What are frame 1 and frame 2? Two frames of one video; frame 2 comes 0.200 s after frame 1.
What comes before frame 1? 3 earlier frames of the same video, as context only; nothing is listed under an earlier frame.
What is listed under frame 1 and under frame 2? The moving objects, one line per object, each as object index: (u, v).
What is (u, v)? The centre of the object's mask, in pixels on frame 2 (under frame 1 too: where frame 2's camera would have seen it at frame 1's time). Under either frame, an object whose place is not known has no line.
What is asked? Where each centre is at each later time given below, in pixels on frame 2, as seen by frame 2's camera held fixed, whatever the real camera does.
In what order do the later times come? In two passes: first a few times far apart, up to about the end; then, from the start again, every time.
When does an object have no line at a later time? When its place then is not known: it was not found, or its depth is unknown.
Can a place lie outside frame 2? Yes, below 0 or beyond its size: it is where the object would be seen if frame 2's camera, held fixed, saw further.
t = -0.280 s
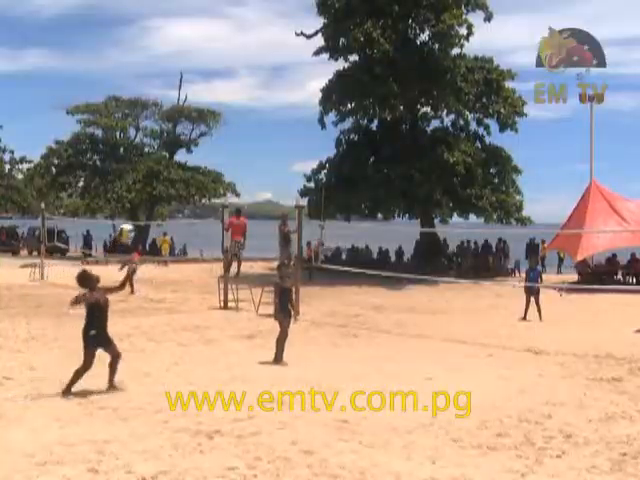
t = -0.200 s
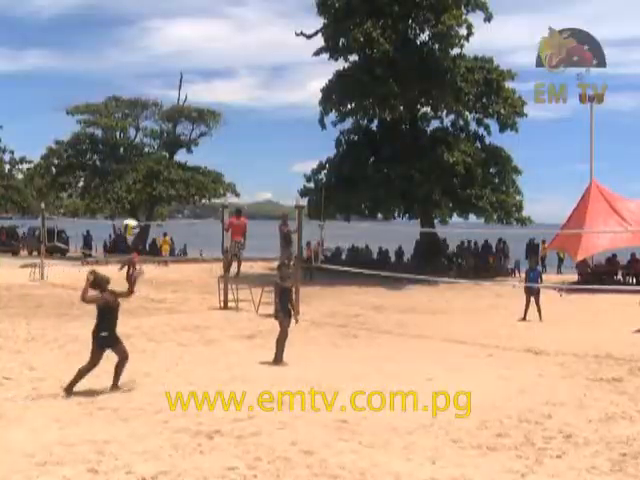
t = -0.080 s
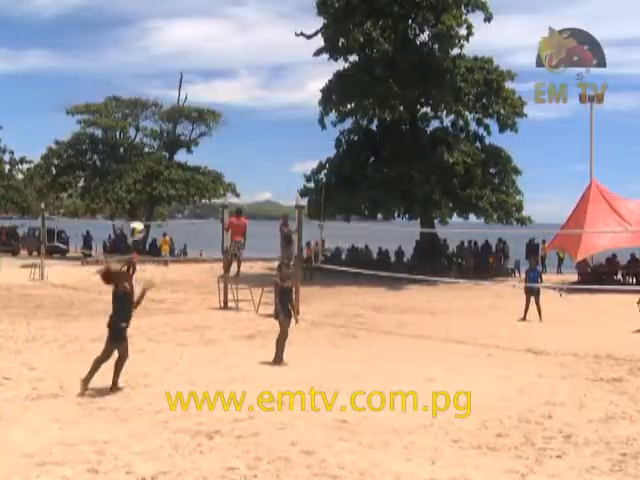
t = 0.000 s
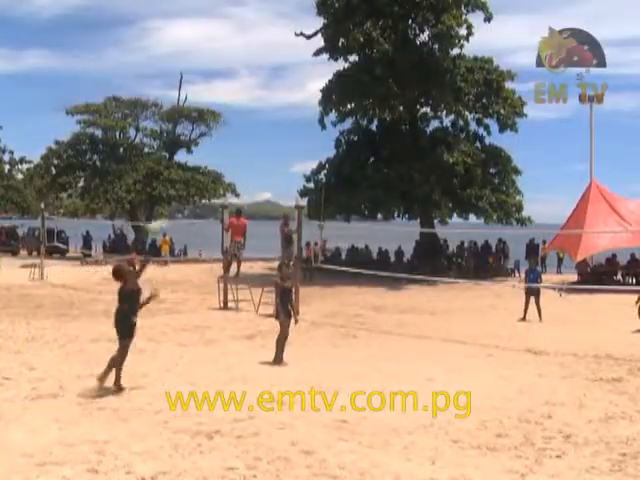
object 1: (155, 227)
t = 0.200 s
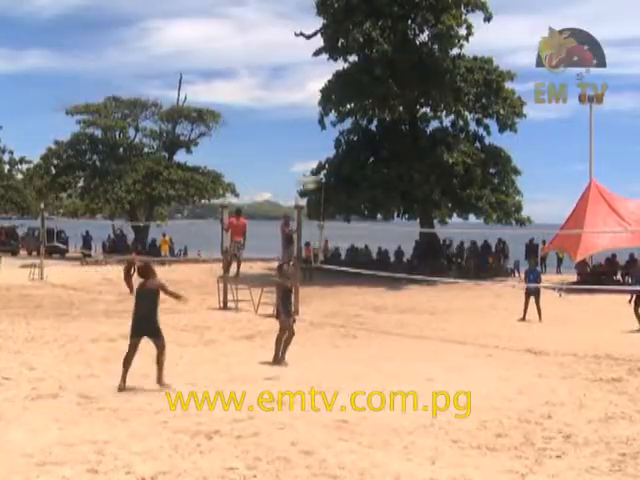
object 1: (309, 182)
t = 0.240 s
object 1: (330, 177)
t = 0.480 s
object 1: (447, 167)
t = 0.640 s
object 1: (508, 179)
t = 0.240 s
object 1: (330, 177)
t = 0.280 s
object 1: (353, 172)
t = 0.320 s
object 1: (374, 170)
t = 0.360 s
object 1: (395, 168)
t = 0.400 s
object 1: (413, 167)
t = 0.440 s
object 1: (431, 167)
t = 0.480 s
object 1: (447, 167)
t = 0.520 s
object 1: (463, 169)
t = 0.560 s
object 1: (479, 172)
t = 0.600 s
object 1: (493, 175)
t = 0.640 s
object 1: (508, 179)
